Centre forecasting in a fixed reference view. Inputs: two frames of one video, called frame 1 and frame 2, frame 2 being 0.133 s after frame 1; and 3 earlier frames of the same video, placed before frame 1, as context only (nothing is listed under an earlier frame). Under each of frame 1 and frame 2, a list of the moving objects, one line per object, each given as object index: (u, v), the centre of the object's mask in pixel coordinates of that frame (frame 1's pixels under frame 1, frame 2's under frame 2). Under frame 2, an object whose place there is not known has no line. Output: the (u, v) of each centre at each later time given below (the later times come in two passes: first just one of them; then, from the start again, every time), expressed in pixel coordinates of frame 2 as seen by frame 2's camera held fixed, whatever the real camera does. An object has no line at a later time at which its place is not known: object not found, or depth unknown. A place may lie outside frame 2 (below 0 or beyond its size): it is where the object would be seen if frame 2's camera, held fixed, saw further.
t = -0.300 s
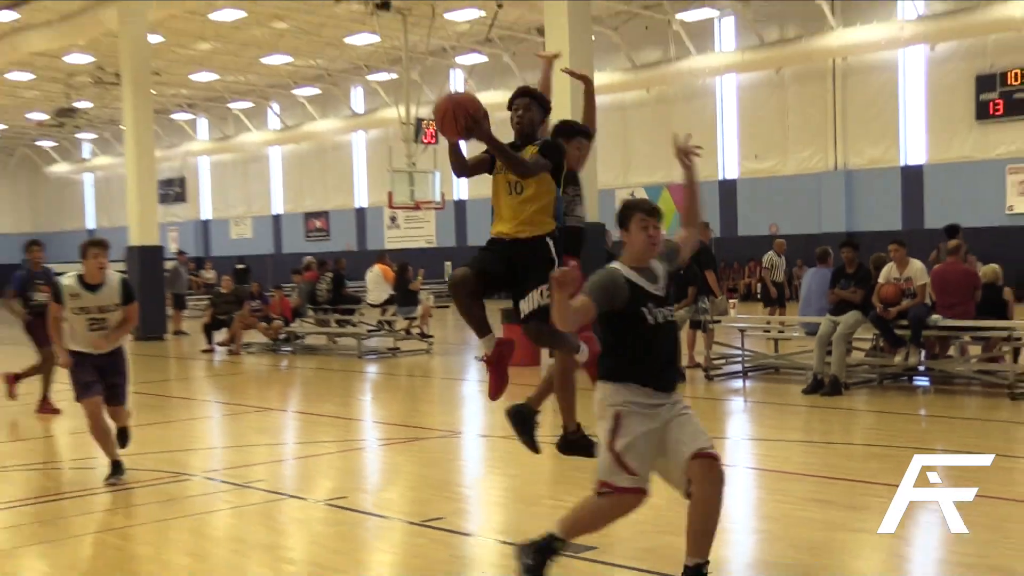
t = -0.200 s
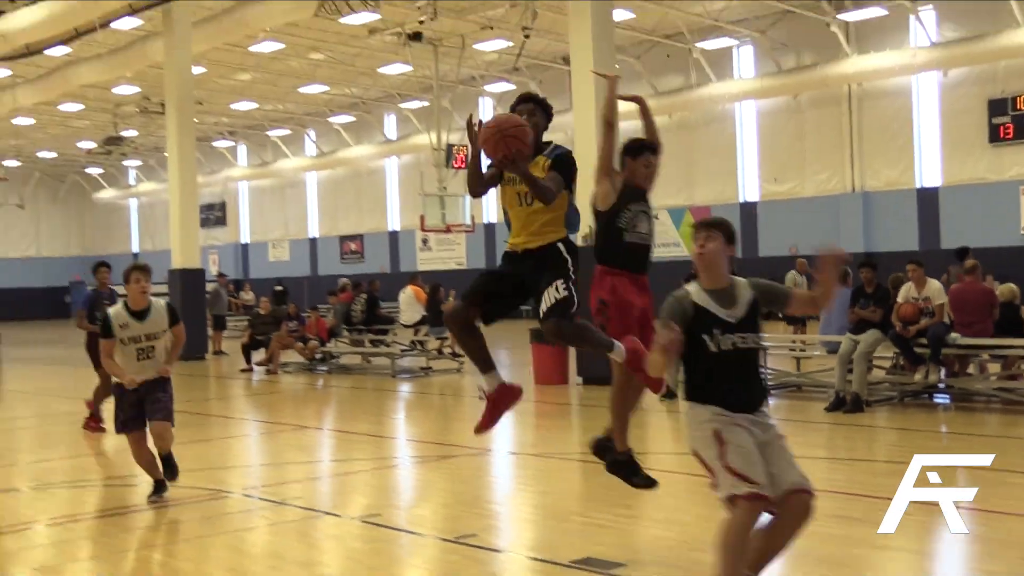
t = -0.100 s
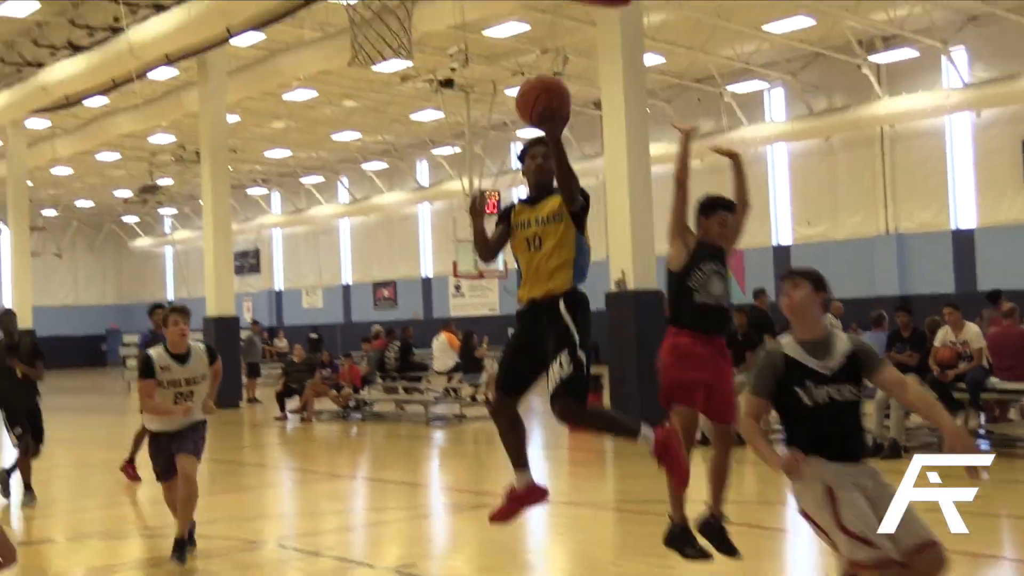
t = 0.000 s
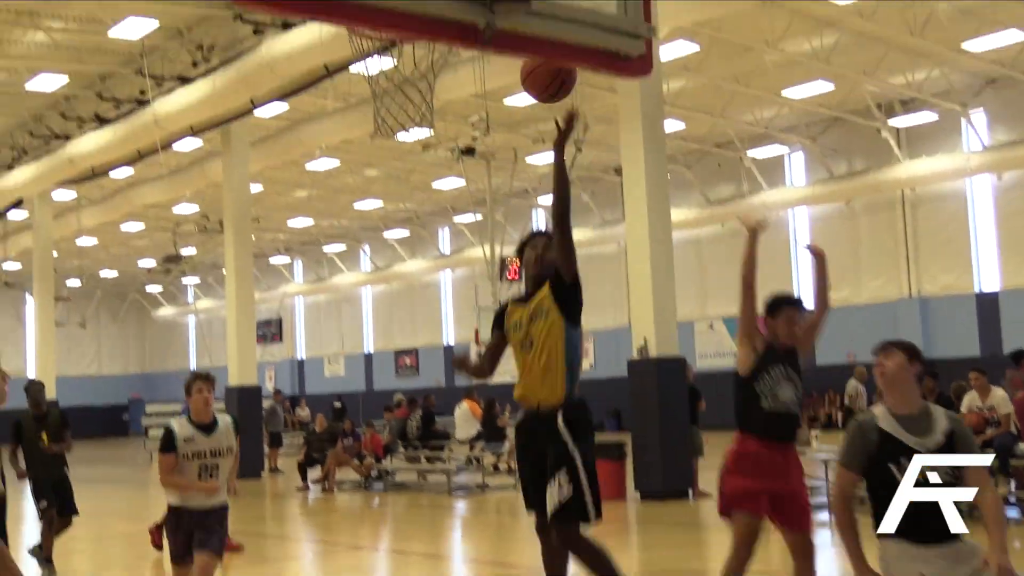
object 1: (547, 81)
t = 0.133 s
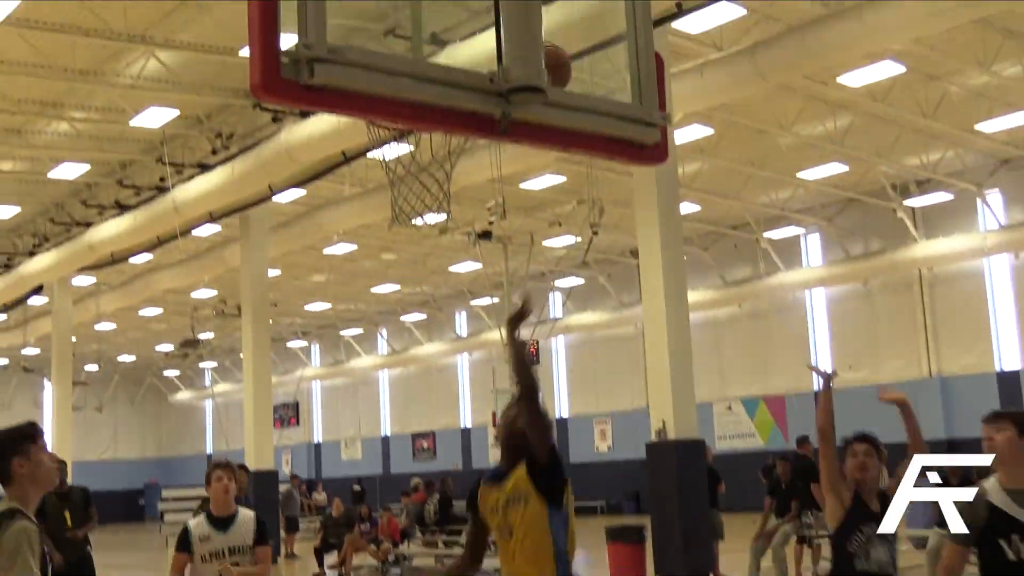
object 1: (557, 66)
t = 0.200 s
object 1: (549, 43)
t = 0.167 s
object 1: (553, 54)
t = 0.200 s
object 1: (549, 43)
